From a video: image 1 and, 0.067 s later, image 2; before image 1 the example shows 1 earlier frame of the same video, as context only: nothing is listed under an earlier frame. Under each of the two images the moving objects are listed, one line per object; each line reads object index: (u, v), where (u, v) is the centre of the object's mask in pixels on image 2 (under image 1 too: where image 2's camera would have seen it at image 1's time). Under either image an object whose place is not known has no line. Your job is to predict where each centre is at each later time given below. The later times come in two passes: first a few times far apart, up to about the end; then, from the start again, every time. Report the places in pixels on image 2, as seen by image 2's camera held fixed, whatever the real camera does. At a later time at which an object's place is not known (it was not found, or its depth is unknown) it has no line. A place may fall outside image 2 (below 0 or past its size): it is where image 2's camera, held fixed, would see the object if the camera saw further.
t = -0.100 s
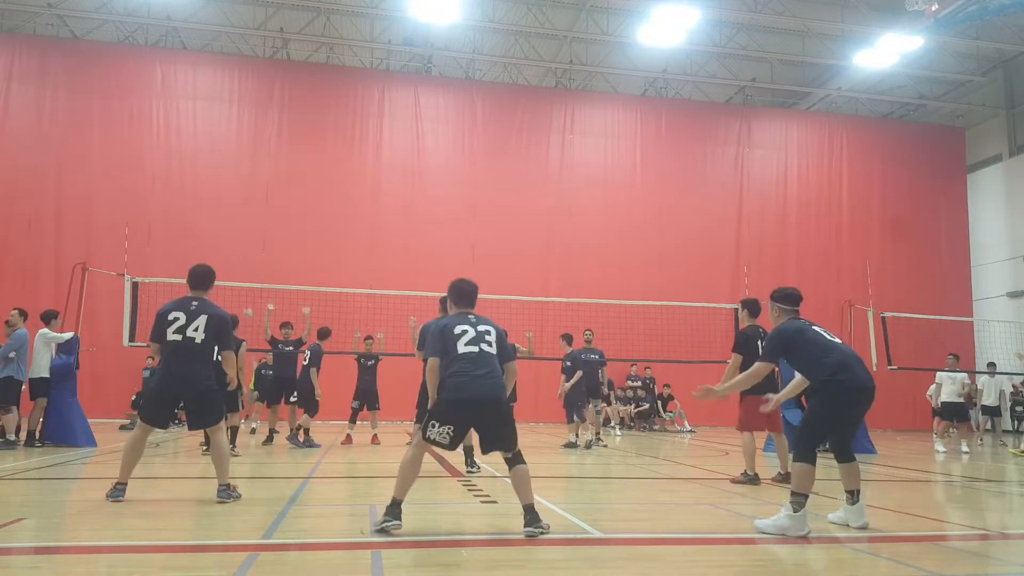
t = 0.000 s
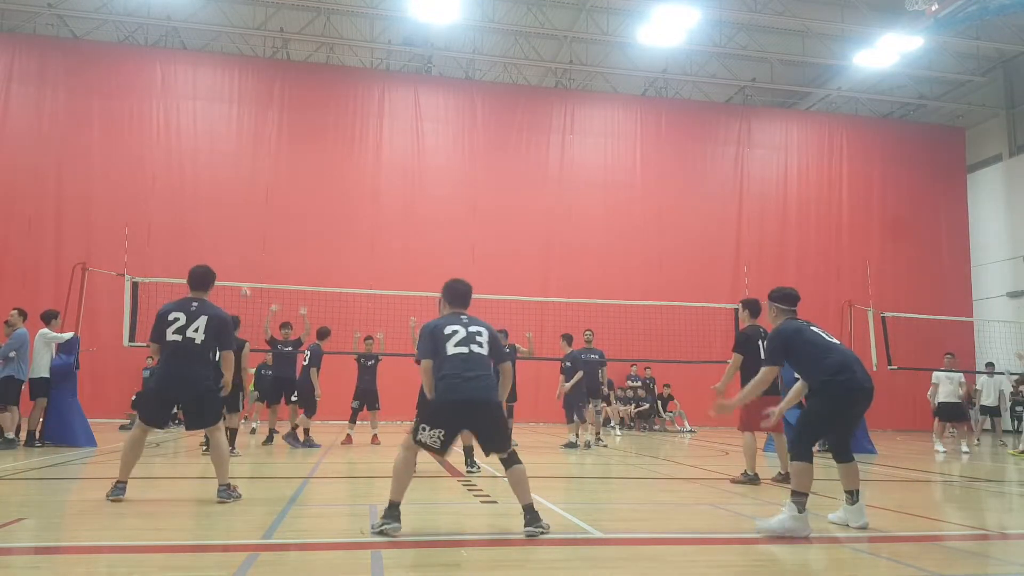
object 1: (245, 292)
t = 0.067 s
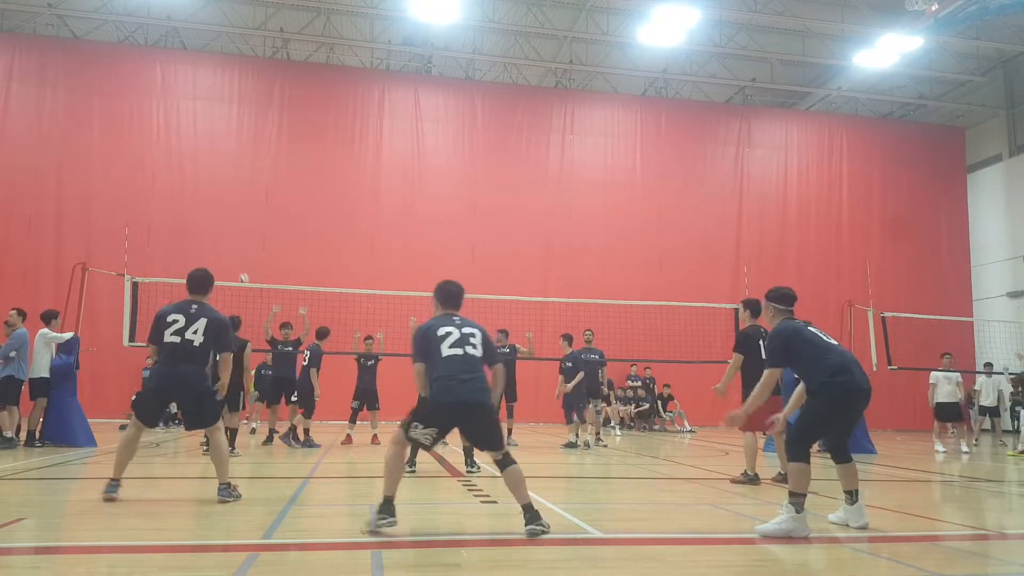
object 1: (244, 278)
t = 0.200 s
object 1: (241, 256)
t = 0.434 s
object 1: (232, 234)
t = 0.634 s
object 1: (228, 241)
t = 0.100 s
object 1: (243, 272)
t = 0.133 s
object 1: (242, 266)
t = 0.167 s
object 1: (242, 261)
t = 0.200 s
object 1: (241, 256)
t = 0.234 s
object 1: (240, 251)
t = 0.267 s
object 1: (239, 247)
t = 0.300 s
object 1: (238, 243)
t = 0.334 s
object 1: (236, 240)
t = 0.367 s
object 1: (235, 238)
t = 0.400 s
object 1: (234, 236)
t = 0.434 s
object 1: (232, 234)
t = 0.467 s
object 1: (232, 233)
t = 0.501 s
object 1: (231, 233)
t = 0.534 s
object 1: (230, 234)
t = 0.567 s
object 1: (229, 235)
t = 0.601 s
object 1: (229, 238)
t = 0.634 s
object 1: (228, 241)
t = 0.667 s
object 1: (228, 246)
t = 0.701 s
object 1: (228, 253)
